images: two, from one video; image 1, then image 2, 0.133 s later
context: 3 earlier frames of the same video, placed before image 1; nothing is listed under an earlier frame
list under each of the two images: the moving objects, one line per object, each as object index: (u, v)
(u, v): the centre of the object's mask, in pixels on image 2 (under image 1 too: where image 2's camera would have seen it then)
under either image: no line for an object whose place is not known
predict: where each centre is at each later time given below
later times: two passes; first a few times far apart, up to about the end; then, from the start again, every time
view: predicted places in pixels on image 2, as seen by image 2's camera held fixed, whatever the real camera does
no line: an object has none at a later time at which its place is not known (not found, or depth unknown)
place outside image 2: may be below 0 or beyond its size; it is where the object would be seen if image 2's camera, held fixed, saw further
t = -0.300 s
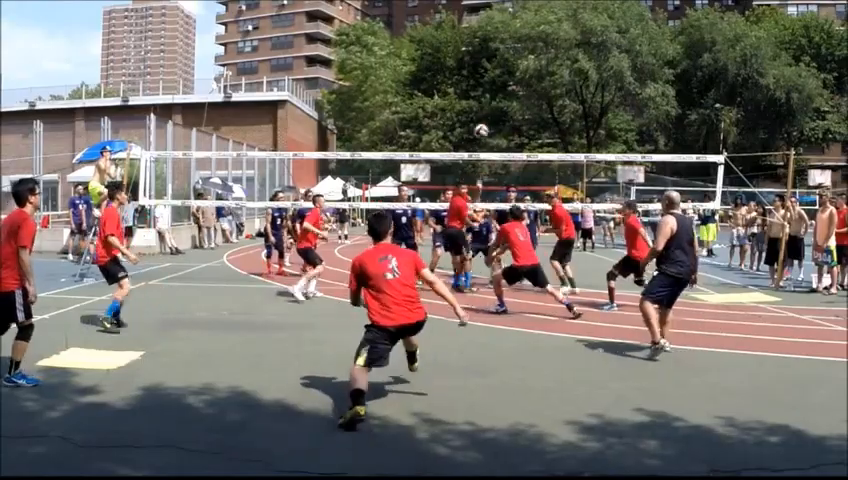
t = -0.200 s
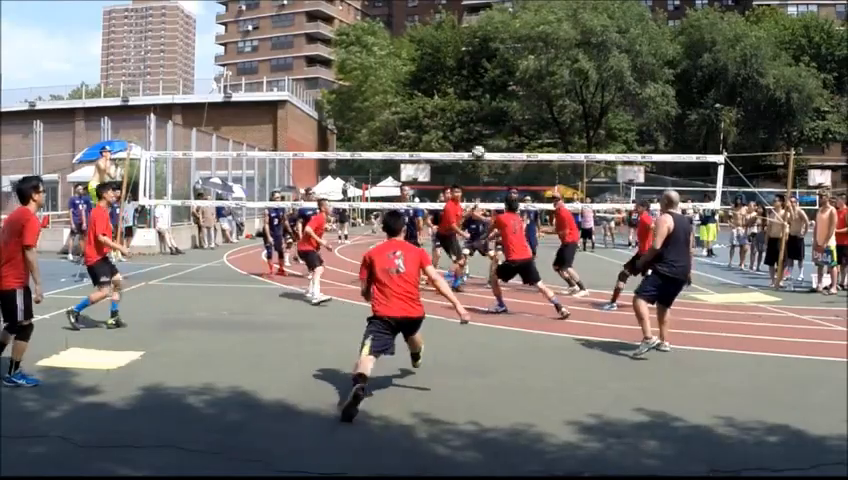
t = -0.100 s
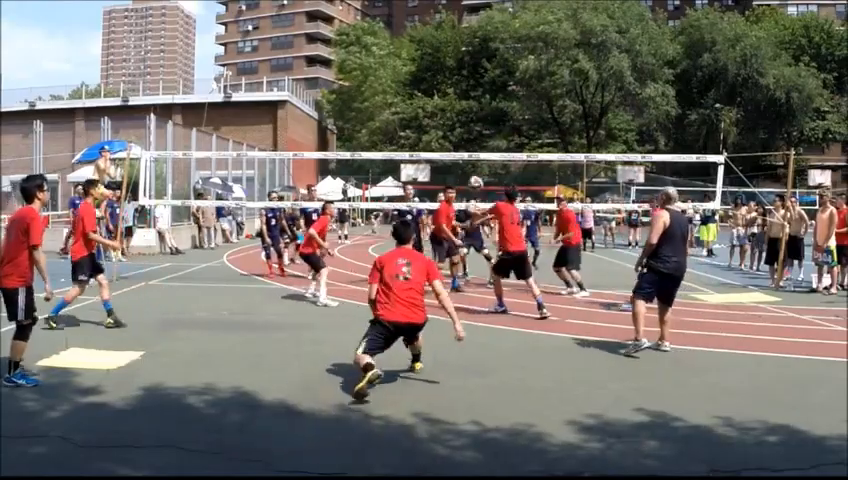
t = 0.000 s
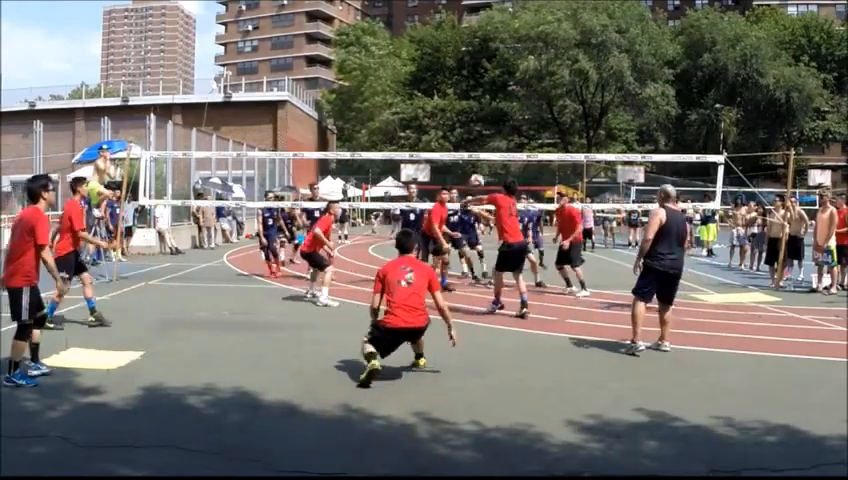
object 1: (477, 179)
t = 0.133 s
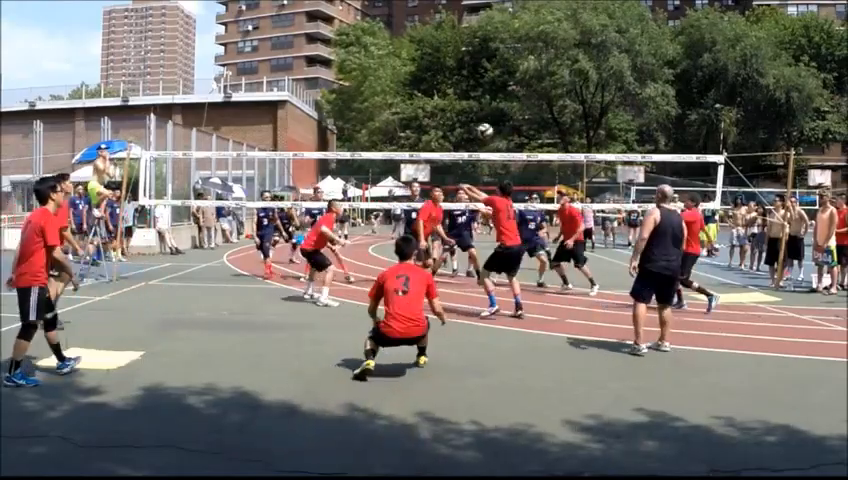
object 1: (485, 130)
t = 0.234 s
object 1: (491, 100)
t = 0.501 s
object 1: (506, 60)
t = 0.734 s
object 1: (517, 64)
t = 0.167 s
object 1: (487, 119)
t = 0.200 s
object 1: (489, 109)
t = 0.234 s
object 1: (491, 100)
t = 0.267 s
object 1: (493, 92)
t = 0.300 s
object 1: (495, 85)
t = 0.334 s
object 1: (497, 80)
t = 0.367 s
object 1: (499, 75)
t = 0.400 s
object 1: (501, 71)
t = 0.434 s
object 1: (502, 66)
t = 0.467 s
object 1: (504, 62)
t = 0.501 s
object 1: (506, 60)
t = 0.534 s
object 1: (507, 59)
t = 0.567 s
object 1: (509, 57)
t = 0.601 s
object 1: (510, 57)
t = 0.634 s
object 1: (512, 58)
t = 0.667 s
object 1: (513, 59)
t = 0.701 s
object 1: (515, 61)
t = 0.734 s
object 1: (517, 64)
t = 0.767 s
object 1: (518, 67)
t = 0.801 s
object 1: (520, 71)
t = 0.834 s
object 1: (521, 76)
